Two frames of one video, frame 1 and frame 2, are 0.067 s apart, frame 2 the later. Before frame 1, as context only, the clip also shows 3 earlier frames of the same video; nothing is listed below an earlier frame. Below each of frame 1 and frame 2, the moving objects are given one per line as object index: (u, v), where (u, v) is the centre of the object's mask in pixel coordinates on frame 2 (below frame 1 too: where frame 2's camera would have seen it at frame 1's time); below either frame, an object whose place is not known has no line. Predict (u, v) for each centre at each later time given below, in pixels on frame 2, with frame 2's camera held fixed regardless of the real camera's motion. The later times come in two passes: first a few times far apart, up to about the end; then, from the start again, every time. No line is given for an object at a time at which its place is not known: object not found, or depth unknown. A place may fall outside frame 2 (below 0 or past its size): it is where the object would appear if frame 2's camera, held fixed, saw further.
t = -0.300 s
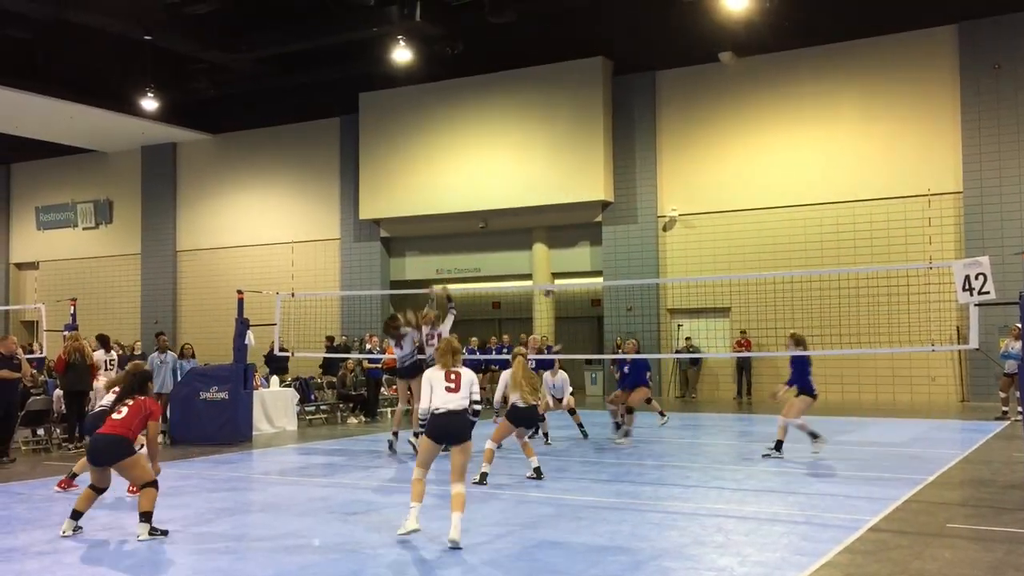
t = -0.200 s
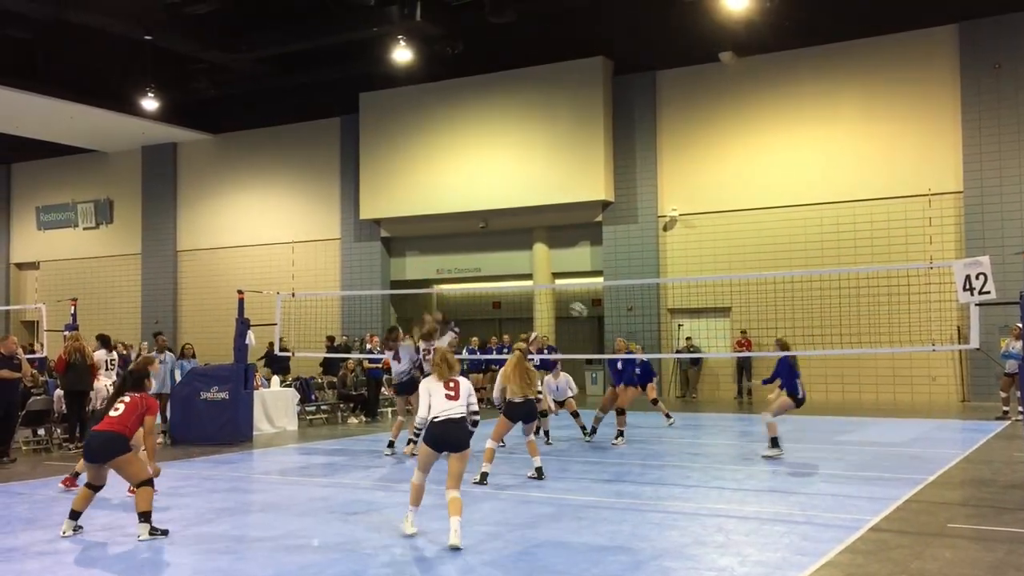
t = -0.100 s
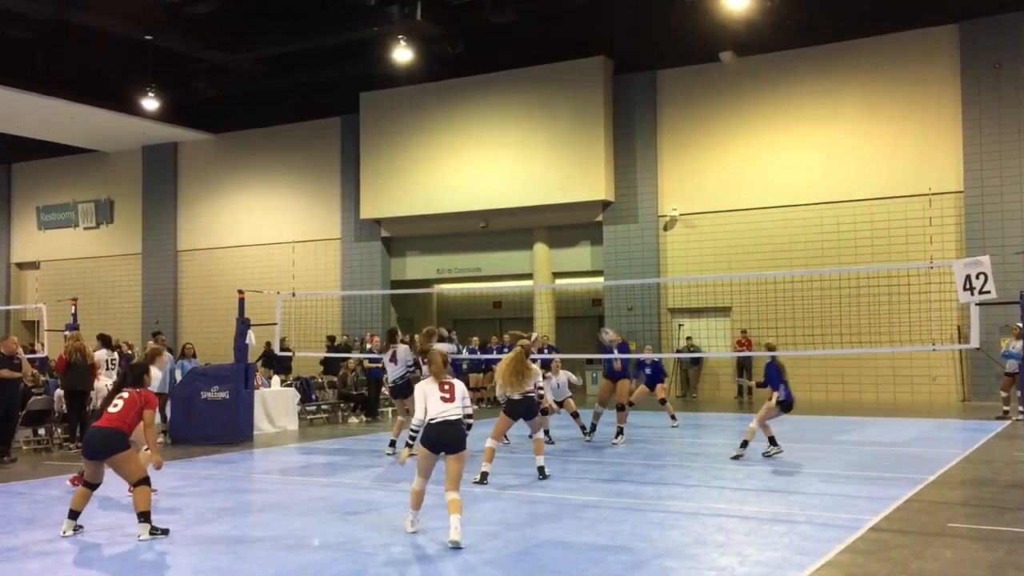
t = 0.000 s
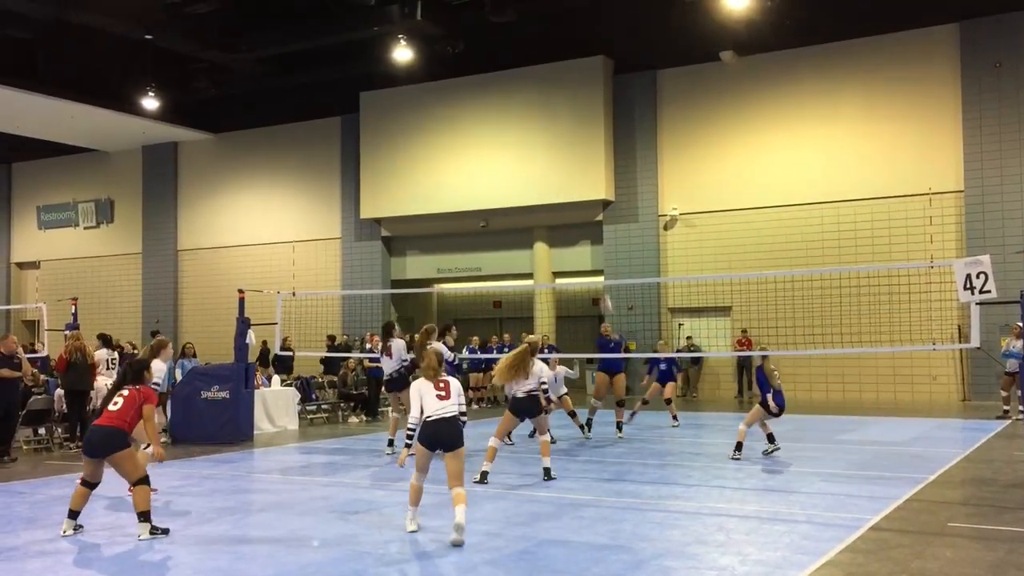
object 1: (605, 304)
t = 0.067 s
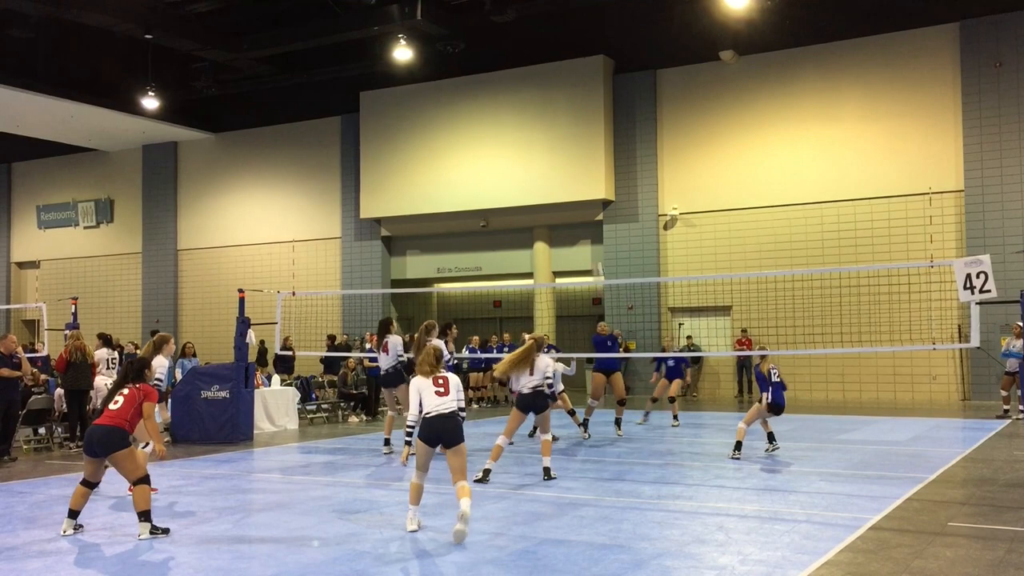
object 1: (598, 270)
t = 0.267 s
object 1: (574, 198)
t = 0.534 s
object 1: (548, 144)
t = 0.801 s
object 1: (524, 138)
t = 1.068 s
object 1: (502, 172)
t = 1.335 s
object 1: (482, 242)
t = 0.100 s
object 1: (595, 258)
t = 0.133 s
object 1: (590, 242)
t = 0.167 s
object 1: (586, 230)
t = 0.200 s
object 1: (582, 218)
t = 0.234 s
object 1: (579, 207)
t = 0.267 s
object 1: (574, 198)
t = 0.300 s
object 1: (570, 187)
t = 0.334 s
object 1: (567, 178)
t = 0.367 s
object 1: (564, 172)
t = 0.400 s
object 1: (560, 165)
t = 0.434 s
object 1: (557, 158)
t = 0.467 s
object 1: (554, 153)
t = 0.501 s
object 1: (551, 148)
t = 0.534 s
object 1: (548, 144)
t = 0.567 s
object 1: (545, 141)
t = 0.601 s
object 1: (541, 139)
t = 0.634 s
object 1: (538, 137)
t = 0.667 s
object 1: (535, 136)
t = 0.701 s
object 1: (532, 135)
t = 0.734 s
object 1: (529, 135)
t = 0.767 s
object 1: (526, 136)
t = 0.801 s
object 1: (524, 138)
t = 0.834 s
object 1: (521, 140)
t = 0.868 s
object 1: (518, 143)
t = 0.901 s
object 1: (515, 146)
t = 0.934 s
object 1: (512, 150)
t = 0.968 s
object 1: (509, 155)
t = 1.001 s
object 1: (507, 160)
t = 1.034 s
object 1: (504, 166)
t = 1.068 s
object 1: (502, 172)
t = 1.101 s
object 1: (499, 179)
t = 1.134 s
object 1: (496, 187)
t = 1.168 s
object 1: (494, 194)
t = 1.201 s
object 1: (491, 203)
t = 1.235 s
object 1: (488, 214)
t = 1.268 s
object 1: (486, 221)
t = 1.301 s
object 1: (484, 231)
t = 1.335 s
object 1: (482, 242)
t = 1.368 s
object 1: (479, 253)
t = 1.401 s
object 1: (470, 269)
